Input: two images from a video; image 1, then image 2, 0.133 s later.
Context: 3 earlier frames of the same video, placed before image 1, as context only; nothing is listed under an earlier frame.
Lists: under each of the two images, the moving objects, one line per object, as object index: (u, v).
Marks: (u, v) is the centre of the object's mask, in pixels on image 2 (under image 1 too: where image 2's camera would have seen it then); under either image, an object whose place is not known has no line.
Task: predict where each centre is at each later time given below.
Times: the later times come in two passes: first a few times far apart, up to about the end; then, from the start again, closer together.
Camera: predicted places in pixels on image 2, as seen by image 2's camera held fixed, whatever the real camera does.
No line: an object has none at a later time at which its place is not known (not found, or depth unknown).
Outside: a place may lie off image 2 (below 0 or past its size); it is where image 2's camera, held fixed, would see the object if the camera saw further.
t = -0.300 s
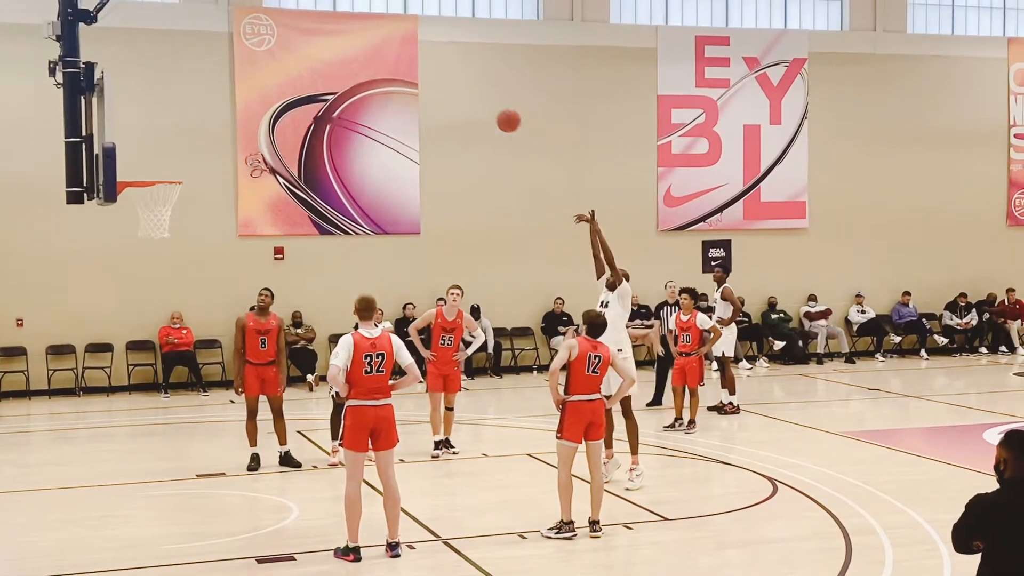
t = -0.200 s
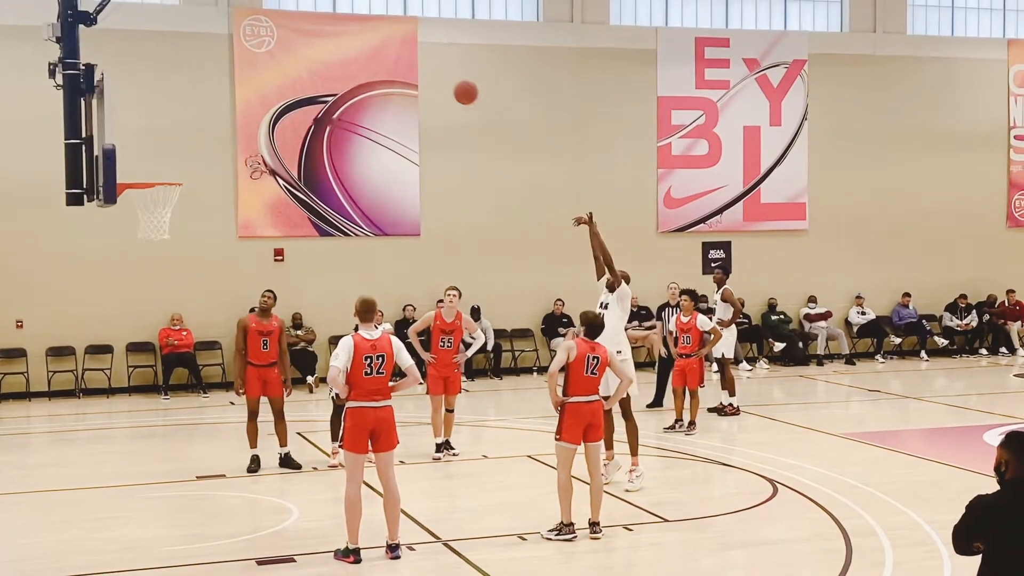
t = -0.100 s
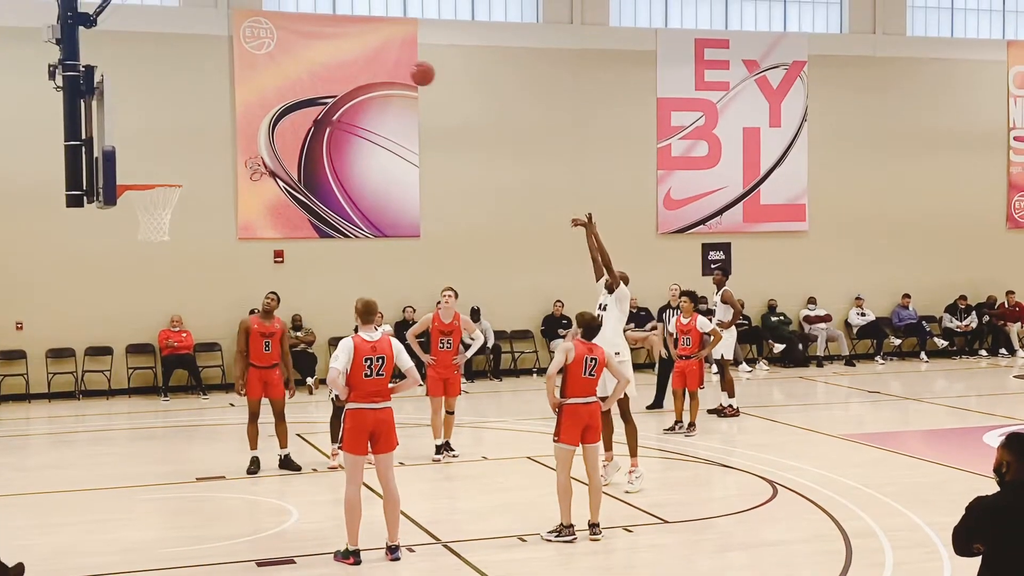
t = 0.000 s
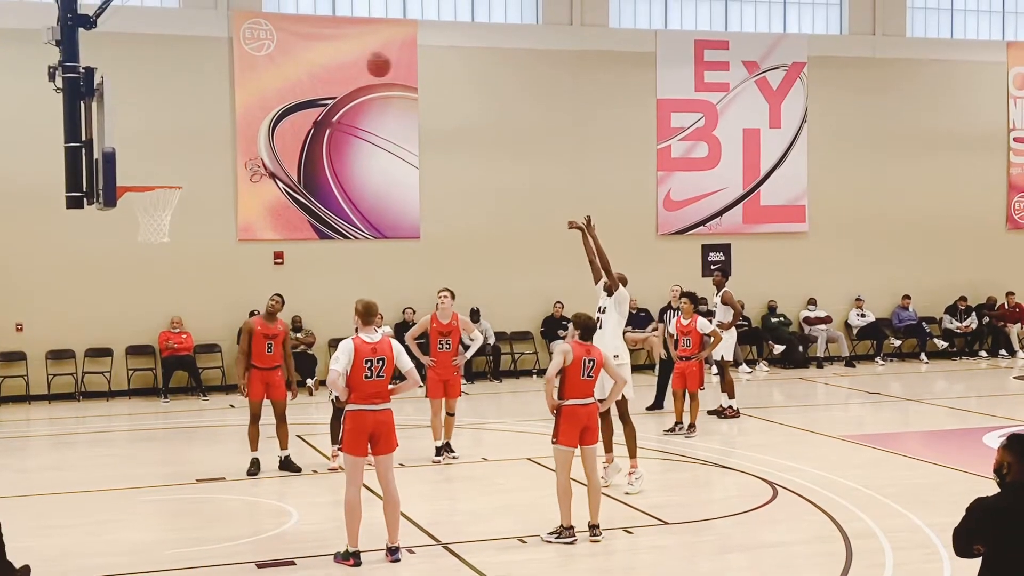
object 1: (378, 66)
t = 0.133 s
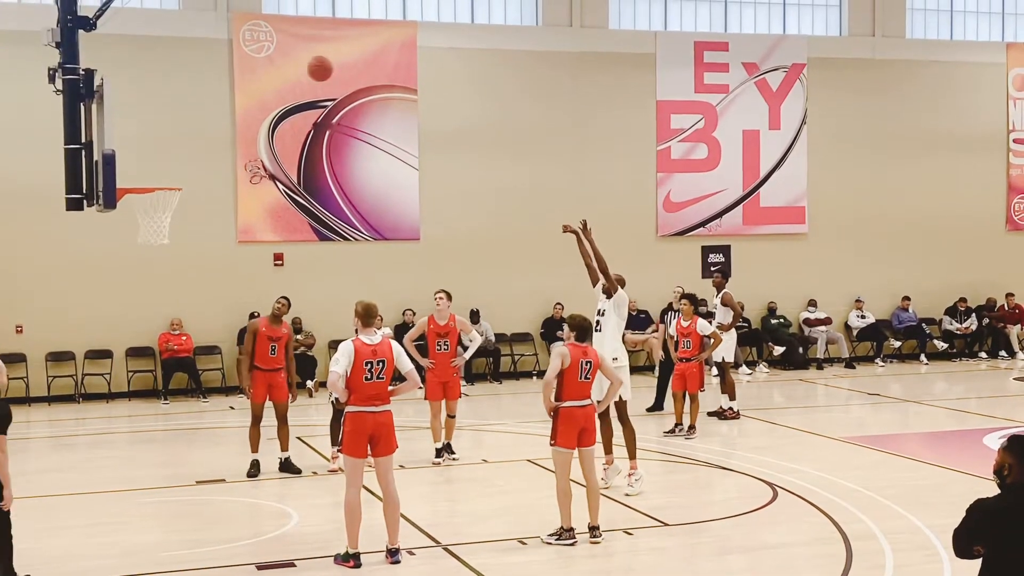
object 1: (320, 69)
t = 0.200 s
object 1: (290, 77)
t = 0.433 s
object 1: (185, 144)
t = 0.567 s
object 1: (149, 205)
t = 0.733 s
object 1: (186, 240)
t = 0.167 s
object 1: (305, 72)
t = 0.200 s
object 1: (290, 77)
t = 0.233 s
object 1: (275, 83)
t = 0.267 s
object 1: (260, 90)
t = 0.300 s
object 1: (246, 98)
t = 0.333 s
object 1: (230, 108)
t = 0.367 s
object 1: (215, 119)
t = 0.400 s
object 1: (200, 131)
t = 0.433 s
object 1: (185, 144)
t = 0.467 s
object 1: (169, 158)
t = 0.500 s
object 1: (154, 174)
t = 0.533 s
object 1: (140, 190)
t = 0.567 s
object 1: (149, 205)
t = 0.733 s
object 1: (186, 240)
